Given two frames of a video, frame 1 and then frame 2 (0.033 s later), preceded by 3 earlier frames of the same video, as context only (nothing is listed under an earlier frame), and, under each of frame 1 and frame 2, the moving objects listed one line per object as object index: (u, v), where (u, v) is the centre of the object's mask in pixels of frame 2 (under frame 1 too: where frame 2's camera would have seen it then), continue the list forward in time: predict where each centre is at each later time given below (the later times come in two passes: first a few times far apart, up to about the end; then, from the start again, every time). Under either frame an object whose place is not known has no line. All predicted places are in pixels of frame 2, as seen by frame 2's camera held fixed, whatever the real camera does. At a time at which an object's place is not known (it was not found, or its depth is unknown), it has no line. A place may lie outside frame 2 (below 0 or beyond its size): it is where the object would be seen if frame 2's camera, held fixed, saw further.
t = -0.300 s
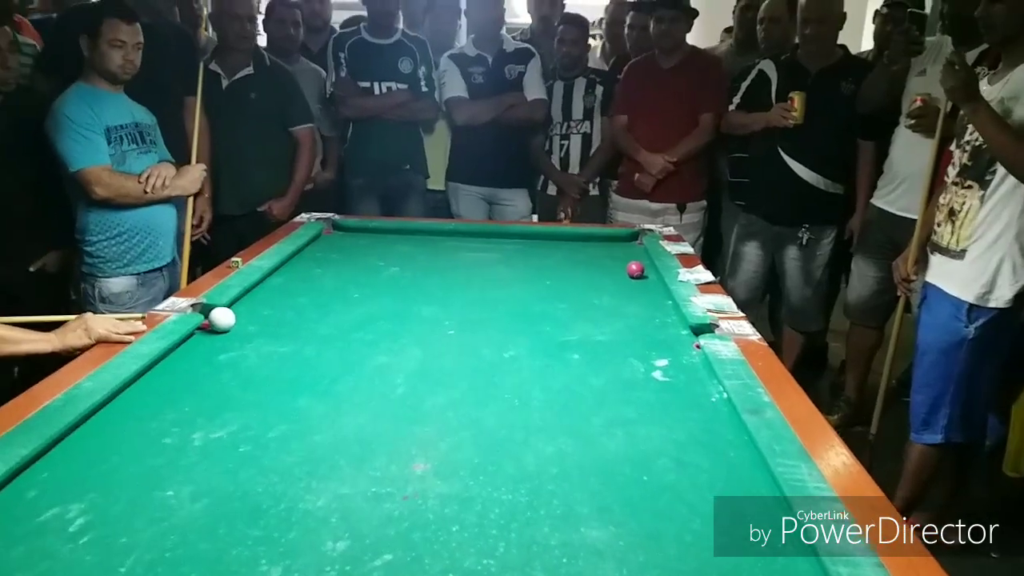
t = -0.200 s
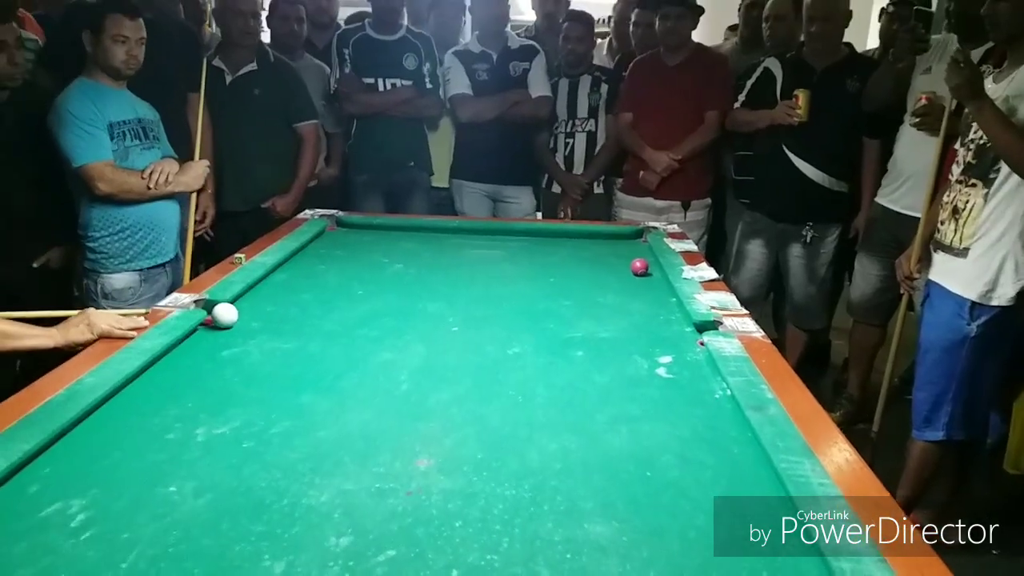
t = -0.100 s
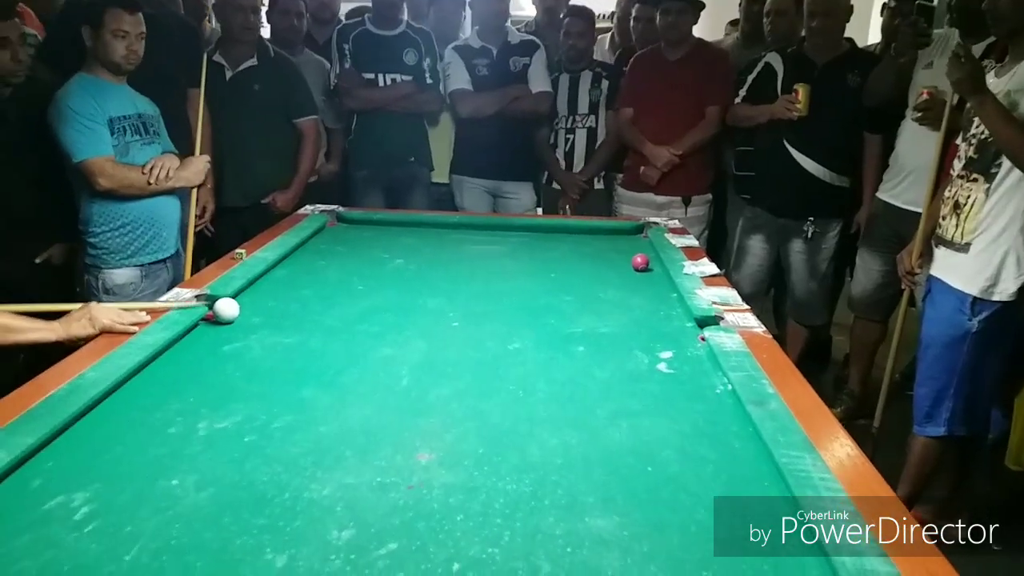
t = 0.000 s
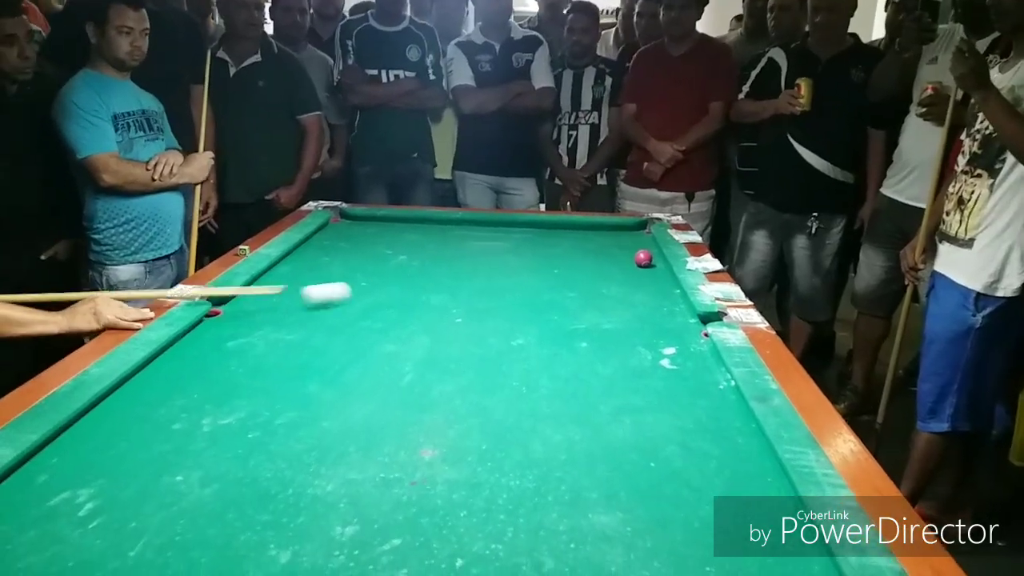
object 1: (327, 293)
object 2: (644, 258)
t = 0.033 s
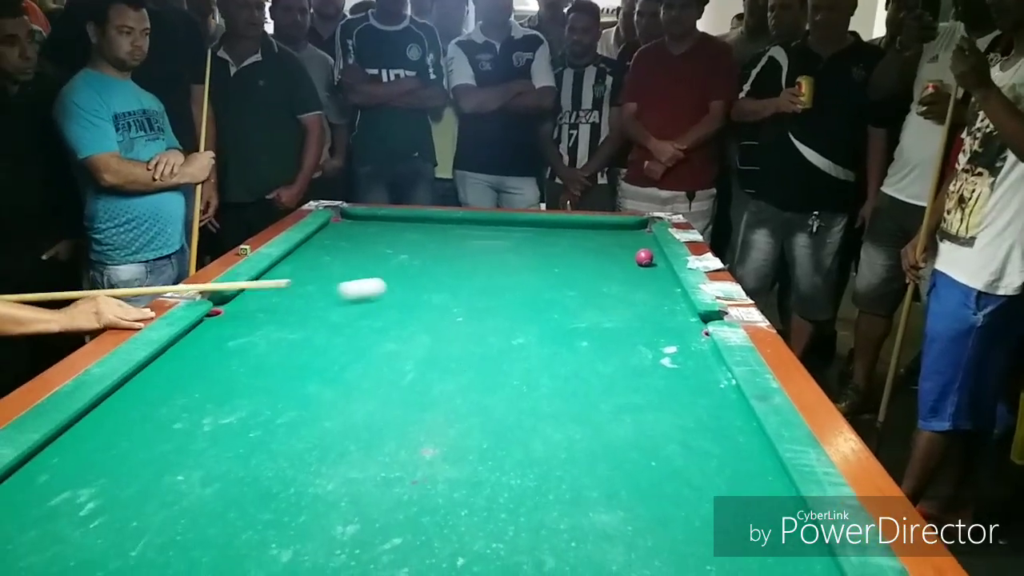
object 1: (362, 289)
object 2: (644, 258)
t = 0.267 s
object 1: (566, 266)
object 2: (644, 257)
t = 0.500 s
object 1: (654, 257)
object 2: (598, 245)
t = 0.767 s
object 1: (617, 250)
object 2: (499, 228)
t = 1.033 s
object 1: (584, 244)
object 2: (415, 221)
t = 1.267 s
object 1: (558, 239)
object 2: (343, 225)
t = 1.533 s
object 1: (533, 235)
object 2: (363, 235)
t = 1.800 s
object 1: (512, 231)
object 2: (407, 247)
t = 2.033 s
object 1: (495, 228)
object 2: (447, 259)
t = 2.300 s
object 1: (479, 224)
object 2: (496, 271)
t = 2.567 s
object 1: (465, 221)
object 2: (550, 285)
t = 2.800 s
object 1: (453, 219)
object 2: (597, 297)
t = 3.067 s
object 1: (446, 219)
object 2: (654, 312)
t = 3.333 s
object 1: (440, 219)
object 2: (701, 322)
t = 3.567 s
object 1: (437, 219)
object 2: (687, 315)
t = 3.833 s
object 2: (668, 311)
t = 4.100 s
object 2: (652, 308)
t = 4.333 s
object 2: (641, 306)
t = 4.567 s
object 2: (631, 305)
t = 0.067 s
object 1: (395, 286)
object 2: (644, 257)
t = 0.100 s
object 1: (426, 282)
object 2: (644, 258)
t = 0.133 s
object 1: (457, 278)
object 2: (644, 258)
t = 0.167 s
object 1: (485, 275)
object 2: (644, 257)
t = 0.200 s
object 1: (514, 272)
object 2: (644, 258)
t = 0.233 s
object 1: (541, 268)
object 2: (644, 257)
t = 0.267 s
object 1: (566, 266)
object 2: (644, 257)
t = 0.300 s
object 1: (592, 263)
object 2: (644, 257)
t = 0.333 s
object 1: (616, 260)
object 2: (644, 257)
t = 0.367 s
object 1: (632, 258)
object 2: (652, 255)
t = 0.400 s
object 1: (636, 258)
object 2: (647, 250)
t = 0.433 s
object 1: (641, 258)
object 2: (625, 248)
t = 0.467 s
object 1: (648, 257)
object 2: (612, 247)
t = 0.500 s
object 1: (654, 257)
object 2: (598, 245)
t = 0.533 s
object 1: (651, 256)
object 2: (585, 242)
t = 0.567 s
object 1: (645, 255)
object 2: (573, 240)
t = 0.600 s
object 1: (639, 254)
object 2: (559, 238)
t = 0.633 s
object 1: (635, 253)
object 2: (547, 236)
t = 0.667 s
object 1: (630, 253)
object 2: (534, 234)
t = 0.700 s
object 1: (626, 252)
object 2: (523, 232)
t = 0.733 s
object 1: (621, 251)
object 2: (511, 230)
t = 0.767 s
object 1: (617, 250)
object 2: (499, 228)
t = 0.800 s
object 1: (612, 249)
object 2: (488, 226)
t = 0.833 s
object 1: (608, 249)
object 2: (477, 224)
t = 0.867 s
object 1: (604, 248)
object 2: (466, 223)
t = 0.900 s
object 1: (600, 247)
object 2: (455, 221)
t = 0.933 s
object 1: (595, 246)
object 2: (445, 220)
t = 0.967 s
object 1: (591, 246)
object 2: (435, 220)
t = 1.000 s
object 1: (588, 245)
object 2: (425, 221)
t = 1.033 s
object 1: (584, 244)
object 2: (415, 221)
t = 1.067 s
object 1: (580, 243)
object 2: (405, 222)
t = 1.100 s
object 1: (576, 243)
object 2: (395, 222)
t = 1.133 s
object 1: (573, 242)
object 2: (385, 223)
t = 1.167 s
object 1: (569, 241)
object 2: (375, 223)
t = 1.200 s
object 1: (565, 241)
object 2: (364, 224)
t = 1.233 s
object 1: (562, 240)
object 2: (354, 225)
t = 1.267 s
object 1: (558, 239)
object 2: (343, 225)
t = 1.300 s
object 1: (555, 239)
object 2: (332, 226)
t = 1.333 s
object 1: (552, 238)
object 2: (331, 226)
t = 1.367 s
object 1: (549, 237)
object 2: (336, 227)
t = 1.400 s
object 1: (546, 237)
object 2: (340, 229)
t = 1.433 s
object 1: (542, 236)
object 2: (346, 231)
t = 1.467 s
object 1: (540, 236)
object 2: (352, 232)
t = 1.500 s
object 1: (536, 235)
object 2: (357, 234)
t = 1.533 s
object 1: (533, 235)
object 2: (363, 235)
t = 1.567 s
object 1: (531, 234)
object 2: (368, 237)
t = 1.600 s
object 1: (528, 234)
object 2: (373, 238)
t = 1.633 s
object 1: (525, 233)
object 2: (379, 240)
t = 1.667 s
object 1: (522, 233)
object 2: (385, 241)
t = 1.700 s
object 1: (519, 232)
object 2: (390, 243)
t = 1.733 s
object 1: (517, 232)
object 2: (395, 244)
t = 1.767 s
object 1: (515, 231)
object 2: (400, 246)
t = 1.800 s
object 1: (512, 231)
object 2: (407, 247)
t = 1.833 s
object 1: (509, 230)
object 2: (412, 249)
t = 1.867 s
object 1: (507, 230)
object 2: (418, 251)
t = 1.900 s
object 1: (504, 229)
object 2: (423, 252)
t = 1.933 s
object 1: (502, 229)
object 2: (429, 254)
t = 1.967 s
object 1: (500, 228)
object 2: (435, 255)
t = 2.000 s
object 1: (498, 228)
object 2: (441, 257)
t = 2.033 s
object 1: (495, 228)
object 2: (447, 259)
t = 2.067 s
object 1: (493, 227)
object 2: (453, 260)
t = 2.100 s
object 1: (491, 226)
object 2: (459, 262)
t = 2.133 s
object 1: (489, 226)
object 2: (465, 263)
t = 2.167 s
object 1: (487, 225)
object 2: (471, 265)
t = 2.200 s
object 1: (485, 225)
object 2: (477, 266)
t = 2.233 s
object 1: (483, 225)
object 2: (484, 268)
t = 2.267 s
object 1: (481, 224)
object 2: (490, 269)
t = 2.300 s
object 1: (479, 224)
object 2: (496, 271)
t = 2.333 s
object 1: (477, 223)
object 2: (503, 273)
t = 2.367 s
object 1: (475, 223)
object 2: (509, 274)
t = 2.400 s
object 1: (473, 223)
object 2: (516, 276)
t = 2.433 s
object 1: (471, 223)
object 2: (522, 277)
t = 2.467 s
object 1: (470, 222)
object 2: (529, 279)
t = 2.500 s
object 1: (468, 222)
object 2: (535, 281)
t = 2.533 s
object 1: (467, 221)
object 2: (543, 283)
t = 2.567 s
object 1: (465, 221)
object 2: (550, 285)
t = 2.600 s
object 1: (464, 221)
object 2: (556, 286)
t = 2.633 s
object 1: (462, 221)
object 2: (563, 288)
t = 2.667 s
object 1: (460, 220)
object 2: (570, 290)
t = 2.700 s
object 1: (459, 220)
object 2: (577, 292)
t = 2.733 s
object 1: (457, 220)
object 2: (583, 293)
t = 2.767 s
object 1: (454, 219)
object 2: (590, 295)
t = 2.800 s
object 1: (453, 219)
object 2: (597, 297)
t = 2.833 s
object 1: (453, 219)
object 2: (604, 299)
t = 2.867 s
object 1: (452, 219)
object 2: (611, 300)
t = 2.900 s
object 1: (450, 219)
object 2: (618, 302)
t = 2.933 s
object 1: (449, 219)
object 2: (625, 304)
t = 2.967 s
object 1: (448, 219)
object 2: (633, 306)
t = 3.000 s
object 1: (447, 219)
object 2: (639, 308)
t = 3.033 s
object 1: (446, 219)
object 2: (646, 309)
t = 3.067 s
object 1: (446, 219)
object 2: (654, 312)
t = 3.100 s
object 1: (445, 219)
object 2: (661, 313)
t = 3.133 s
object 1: (444, 219)
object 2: (668, 314)
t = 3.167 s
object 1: (443, 219)
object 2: (675, 316)
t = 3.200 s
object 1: (442, 219)
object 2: (682, 318)
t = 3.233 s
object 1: (442, 219)
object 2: (689, 320)
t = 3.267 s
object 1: (441, 219)
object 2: (697, 321)
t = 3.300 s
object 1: (441, 219)
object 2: (702, 323)
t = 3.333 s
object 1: (440, 219)
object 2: (701, 322)
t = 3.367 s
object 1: (440, 219)
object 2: (700, 320)
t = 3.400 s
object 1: (439, 219)
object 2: (699, 319)
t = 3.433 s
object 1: (439, 219)
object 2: (698, 318)
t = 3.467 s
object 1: (438, 219)
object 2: (696, 317)
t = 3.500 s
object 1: (438, 219)
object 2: (694, 316)
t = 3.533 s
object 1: (437, 219)
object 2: (690, 316)
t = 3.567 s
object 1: (437, 219)
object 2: (687, 315)
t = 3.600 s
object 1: (437, 219)
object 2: (685, 315)
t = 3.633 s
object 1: (437, 219)
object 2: (682, 314)
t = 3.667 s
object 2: (680, 313)
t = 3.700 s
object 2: (677, 313)
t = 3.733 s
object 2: (674, 313)
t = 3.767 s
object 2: (672, 312)
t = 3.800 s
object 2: (670, 312)
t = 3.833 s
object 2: (668, 311)
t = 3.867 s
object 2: (665, 311)
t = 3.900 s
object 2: (663, 310)
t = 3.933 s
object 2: (661, 310)
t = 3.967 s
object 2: (659, 310)
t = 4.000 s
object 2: (657, 309)
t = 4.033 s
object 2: (656, 309)
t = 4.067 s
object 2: (654, 309)
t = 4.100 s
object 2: (652, 308)
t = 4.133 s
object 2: (650, 308)
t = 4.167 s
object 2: (648, 307)
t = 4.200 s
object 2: (646, 307)
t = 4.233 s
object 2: (645, 306)
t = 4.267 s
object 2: (643, 306)
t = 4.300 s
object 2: (642, 306)
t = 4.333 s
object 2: (641, 306)
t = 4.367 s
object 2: (638, 305)
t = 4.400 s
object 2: (637, 305)
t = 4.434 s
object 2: (636, 305)
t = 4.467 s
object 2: (635, 305)
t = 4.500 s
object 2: (634, 305)
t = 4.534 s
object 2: (632, 305)
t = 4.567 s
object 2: (631, 305)
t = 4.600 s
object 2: (631, 304)
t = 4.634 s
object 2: (630, 305)
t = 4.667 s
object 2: (630, 304)
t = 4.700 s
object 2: (629, 305)
